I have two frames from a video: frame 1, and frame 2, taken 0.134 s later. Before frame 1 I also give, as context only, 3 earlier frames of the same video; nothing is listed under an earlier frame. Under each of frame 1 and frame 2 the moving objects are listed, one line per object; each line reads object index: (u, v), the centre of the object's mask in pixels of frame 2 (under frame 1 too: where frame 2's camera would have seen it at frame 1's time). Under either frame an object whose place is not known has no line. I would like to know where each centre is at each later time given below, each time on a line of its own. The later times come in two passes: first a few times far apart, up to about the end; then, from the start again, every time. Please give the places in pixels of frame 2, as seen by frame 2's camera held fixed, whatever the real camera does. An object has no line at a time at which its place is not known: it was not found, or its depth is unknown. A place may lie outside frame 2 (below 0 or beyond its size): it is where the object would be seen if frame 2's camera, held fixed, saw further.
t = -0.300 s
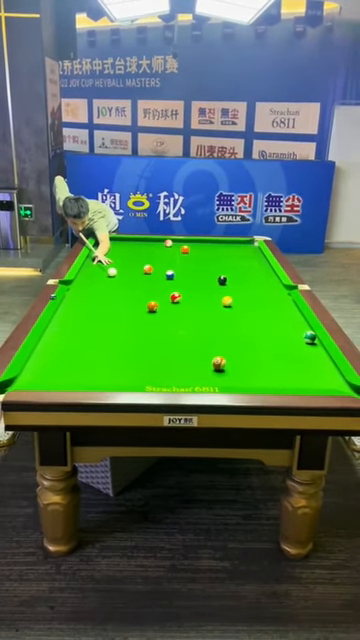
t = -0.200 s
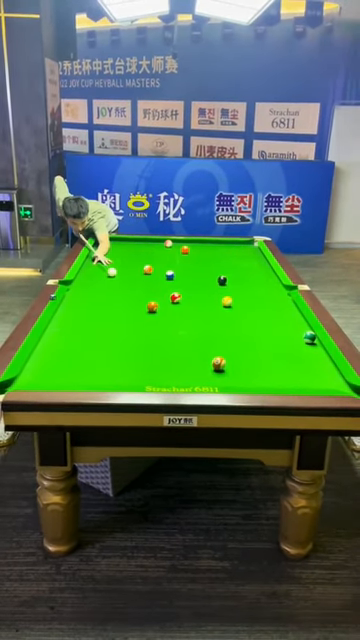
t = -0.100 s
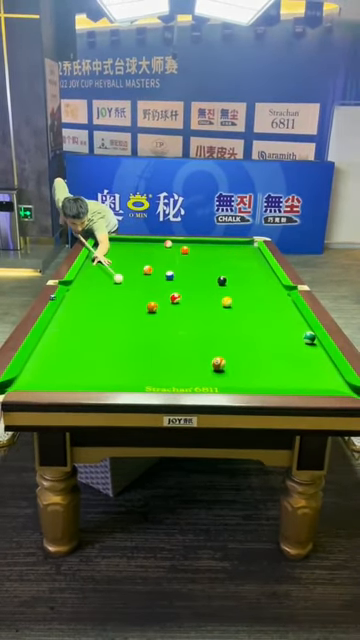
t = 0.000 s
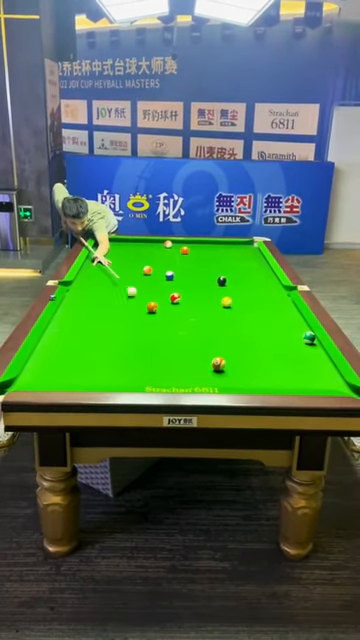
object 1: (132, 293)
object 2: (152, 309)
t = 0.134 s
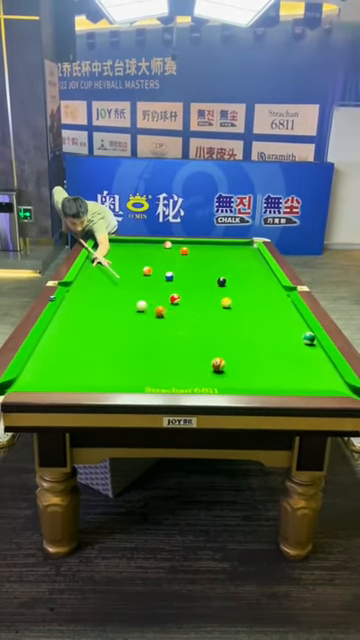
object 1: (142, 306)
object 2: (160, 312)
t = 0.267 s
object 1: (129, 312)
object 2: (192, 325)
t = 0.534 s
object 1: (113, 328)
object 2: (253, 351)
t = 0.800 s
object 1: (96, 348)
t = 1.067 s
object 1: (75, 370)
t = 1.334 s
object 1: (60, 377)
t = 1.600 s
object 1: (58, 360)
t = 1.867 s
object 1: (56, 346)
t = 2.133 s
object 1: (54, 333)
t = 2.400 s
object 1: (55, 324)
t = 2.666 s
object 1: (63, 316)
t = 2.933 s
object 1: (70, 309)
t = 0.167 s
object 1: (138, 307)
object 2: (168, 315)
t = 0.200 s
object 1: (135, 308)
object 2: (177, 318)
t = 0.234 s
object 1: (132, 310)
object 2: (184, 322)
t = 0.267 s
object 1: (129, 312)
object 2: (192, 325)
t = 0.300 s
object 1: (127, 314)
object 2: (200, 329)
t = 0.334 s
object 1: (126, 315)
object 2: (209, 332)
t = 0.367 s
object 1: (123, 317)
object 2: (216, 335)
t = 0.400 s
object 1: (122, 319)
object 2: (223, 338)
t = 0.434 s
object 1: (120, 321)
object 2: (230, 341)
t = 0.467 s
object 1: (118, 324)
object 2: (238, 345)
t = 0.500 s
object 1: (115, 326)
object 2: (245, 348)
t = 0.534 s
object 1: (113, 328)
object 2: (253, 351)
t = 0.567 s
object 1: (111, 330)
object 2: (261, 354)
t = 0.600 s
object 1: (109, 333)
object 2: (270, 358)
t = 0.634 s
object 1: (107, 335)
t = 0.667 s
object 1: (105, 338)
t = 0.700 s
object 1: (103, 340)
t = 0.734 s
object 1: (100, 343)
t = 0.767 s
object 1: (98, 345)
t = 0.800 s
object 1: (96, 348)
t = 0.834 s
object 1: (94, 350)
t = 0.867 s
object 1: (91, 353)
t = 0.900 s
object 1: (88, 356)
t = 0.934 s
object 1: (85, 359)
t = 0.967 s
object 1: (83, 361)
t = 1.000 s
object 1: (81, 364)
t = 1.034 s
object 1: (78, 367)
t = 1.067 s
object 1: (75, 370)
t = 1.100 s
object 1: (73, 373)
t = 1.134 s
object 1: (70, 376)
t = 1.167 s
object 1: (67, 378)
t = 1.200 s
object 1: (64, 380)
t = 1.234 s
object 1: (62, 382)
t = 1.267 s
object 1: (61, 380)
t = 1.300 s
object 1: (61, 378)
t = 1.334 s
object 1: (60, 377)
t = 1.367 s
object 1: (60, 375)
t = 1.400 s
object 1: (60, 372)
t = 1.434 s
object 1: (59, 370)
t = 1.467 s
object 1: (59, 368)
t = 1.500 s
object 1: (58, 366)
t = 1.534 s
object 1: (58, 364)
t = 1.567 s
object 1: (58, 362)
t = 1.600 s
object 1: (58, 360)
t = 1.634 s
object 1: (58, 358)
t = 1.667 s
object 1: (57, 356)
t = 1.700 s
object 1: (57, 354)
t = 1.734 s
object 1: (57, 353)
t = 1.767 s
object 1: (57, 351)
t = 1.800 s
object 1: (56, 349)
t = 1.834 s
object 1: (56, 347)
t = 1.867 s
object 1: (56, 346)
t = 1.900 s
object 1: (56, 344)
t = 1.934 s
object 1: (56, 343)
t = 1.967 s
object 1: (55, 340)
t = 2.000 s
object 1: (55, 339)
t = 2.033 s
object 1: (55, 338)
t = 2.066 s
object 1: (54, 337)
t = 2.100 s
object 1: (54, 335)
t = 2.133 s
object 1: (54, 333)
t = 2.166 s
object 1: (54, 332)
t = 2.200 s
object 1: (54, 331)
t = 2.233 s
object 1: (54, 329)
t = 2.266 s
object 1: (53, 328)
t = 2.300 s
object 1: (53, 327)
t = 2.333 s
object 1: (53, 325)
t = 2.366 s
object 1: (54, 324)
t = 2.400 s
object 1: (55, 324)
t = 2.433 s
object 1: (56, 322)
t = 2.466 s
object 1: (57, 321)
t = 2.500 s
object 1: (58, 321)
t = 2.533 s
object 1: (58, 320)
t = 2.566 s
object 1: (60, 319)
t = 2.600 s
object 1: (60, 318)
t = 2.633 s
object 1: (61, 317)
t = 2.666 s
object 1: (63, 316)
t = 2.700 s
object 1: (64, 315)
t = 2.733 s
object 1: (64, 314)
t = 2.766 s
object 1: (65, 313)
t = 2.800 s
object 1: (66, 312)
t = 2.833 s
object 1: (67, 312)
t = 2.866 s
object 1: (68, 311)
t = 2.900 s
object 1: (69, 310)
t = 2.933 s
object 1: (70, 309)
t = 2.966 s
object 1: (70, 308)
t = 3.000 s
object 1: (71, 307)
